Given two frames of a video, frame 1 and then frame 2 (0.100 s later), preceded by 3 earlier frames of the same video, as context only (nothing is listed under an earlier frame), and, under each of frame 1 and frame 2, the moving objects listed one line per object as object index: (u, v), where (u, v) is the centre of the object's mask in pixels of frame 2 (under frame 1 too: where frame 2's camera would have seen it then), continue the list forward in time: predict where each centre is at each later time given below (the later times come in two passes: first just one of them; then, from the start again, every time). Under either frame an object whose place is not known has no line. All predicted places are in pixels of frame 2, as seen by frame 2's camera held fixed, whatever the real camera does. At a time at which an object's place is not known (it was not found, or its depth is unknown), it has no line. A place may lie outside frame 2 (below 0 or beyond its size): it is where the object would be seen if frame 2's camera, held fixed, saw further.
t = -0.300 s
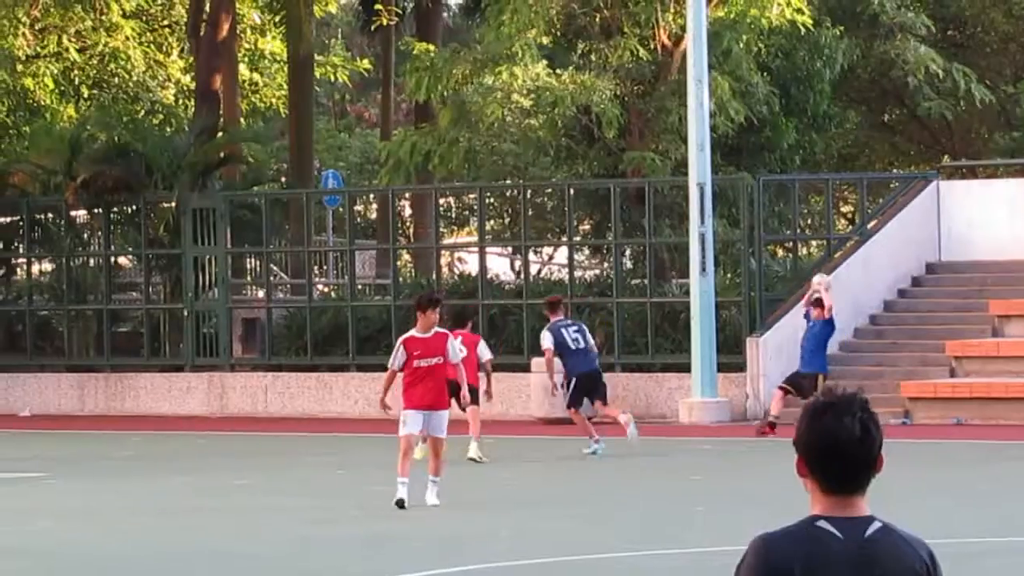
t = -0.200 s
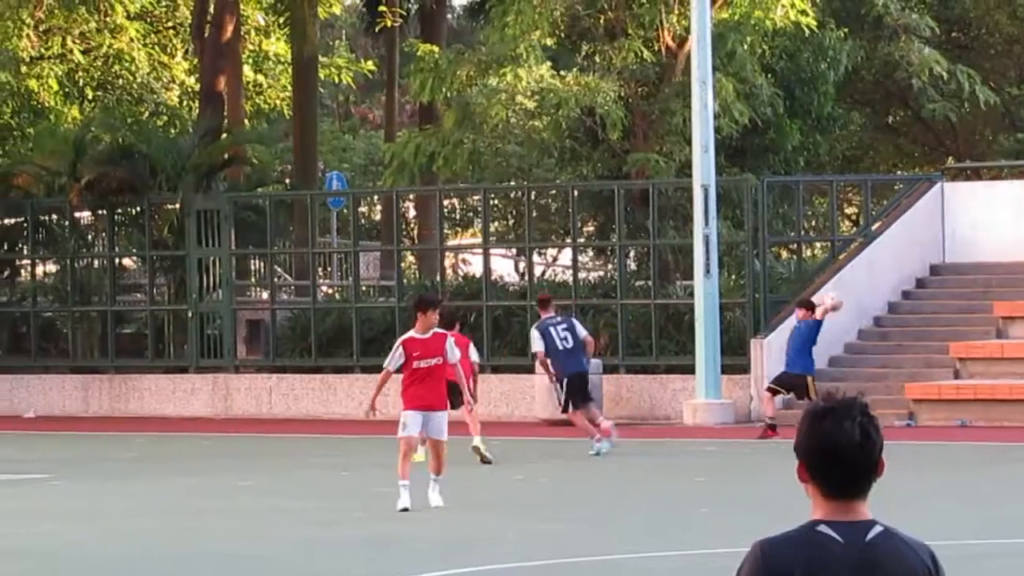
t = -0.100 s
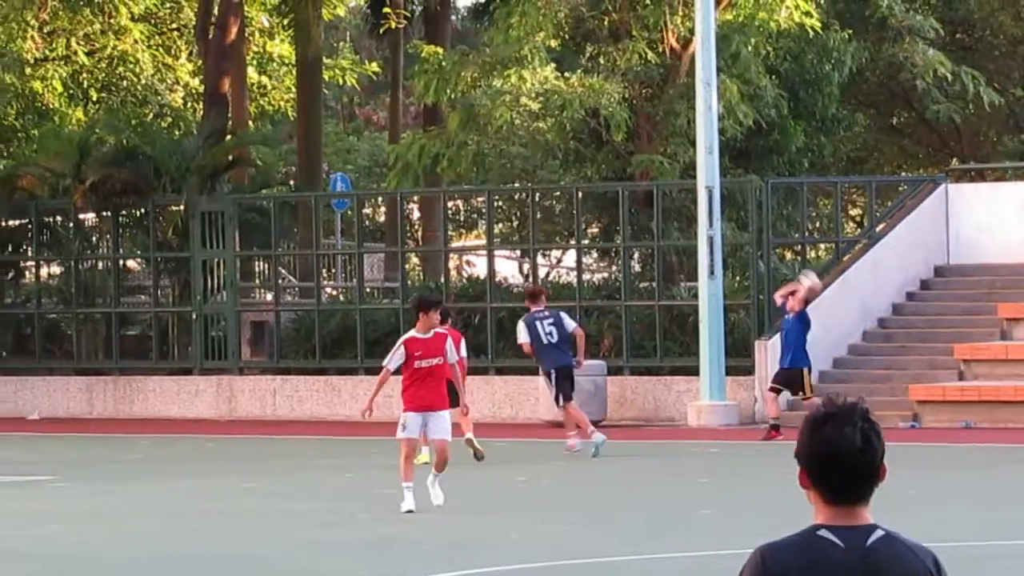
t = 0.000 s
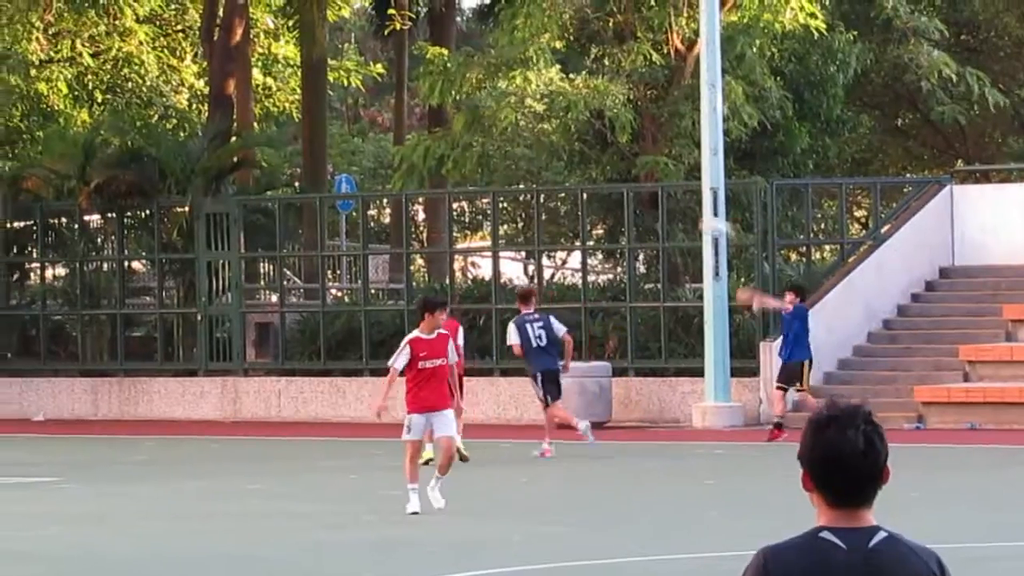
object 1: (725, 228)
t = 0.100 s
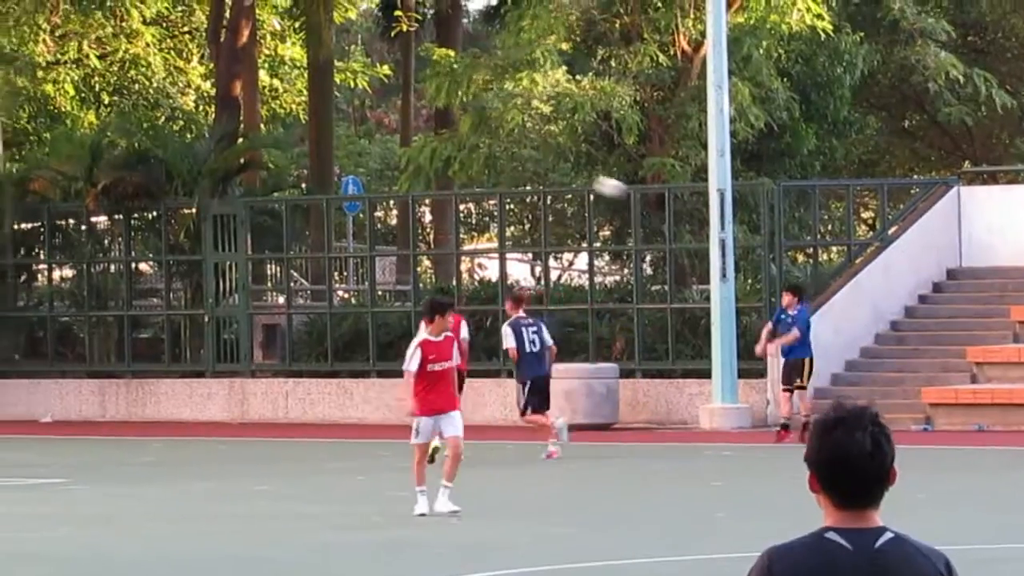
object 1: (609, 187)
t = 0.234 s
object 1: (457, 145)
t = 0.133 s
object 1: (572, 175)
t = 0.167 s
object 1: (533, 165)
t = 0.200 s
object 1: (495, 154)
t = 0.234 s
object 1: (457, 145)
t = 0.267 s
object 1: (419, 138)
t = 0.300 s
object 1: (381, 131)
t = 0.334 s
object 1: (343, 125)
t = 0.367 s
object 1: (305, 121)
